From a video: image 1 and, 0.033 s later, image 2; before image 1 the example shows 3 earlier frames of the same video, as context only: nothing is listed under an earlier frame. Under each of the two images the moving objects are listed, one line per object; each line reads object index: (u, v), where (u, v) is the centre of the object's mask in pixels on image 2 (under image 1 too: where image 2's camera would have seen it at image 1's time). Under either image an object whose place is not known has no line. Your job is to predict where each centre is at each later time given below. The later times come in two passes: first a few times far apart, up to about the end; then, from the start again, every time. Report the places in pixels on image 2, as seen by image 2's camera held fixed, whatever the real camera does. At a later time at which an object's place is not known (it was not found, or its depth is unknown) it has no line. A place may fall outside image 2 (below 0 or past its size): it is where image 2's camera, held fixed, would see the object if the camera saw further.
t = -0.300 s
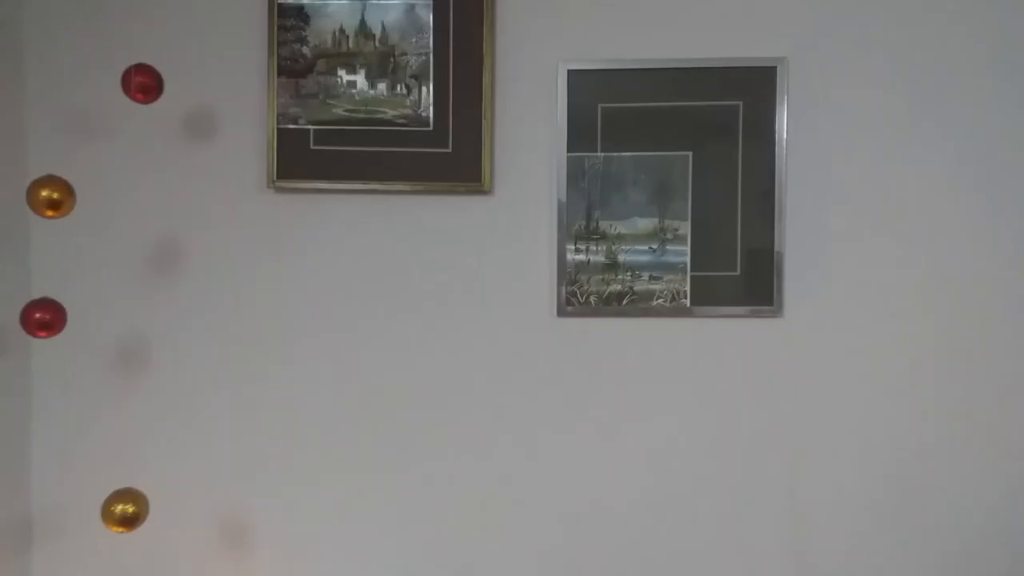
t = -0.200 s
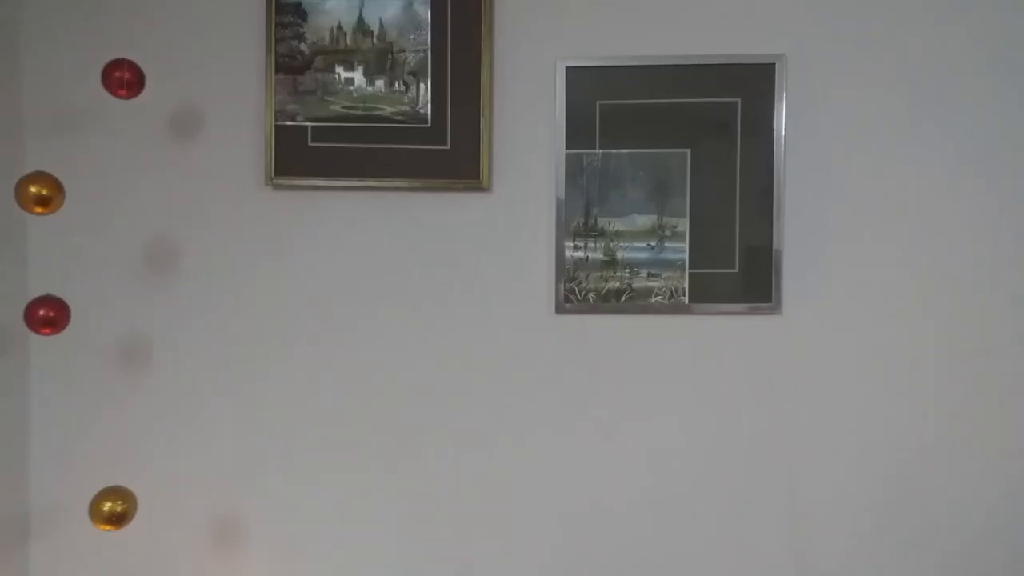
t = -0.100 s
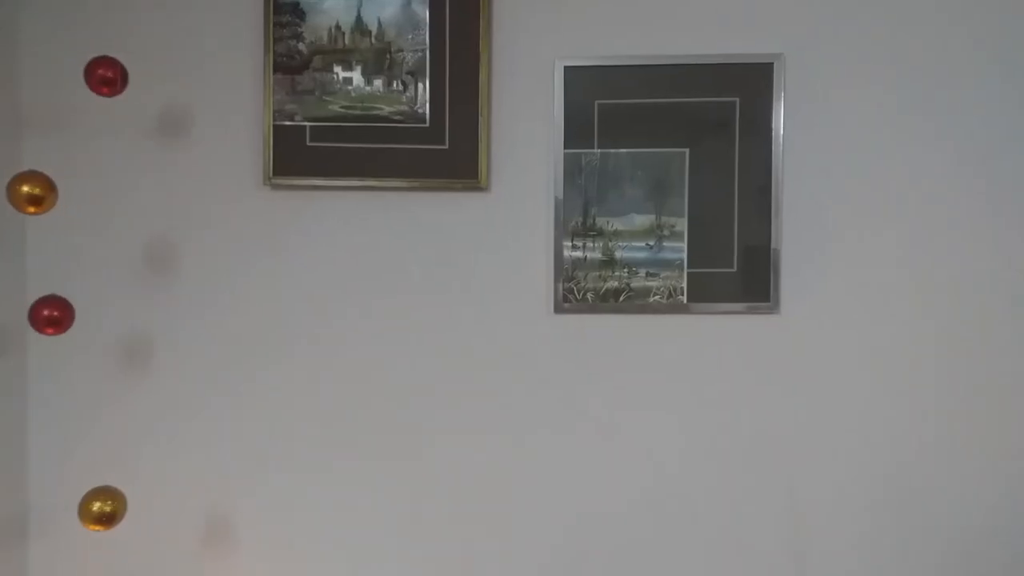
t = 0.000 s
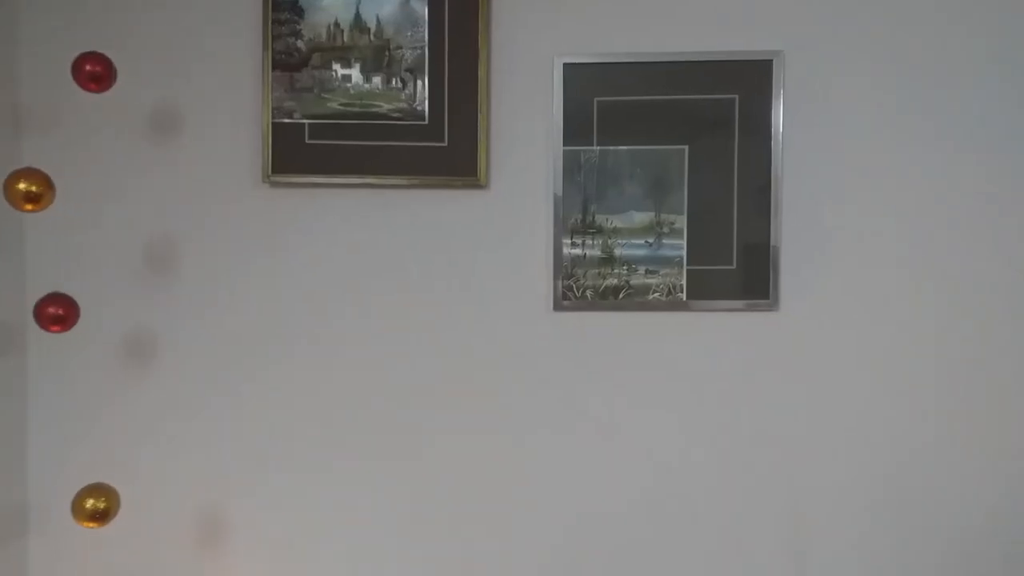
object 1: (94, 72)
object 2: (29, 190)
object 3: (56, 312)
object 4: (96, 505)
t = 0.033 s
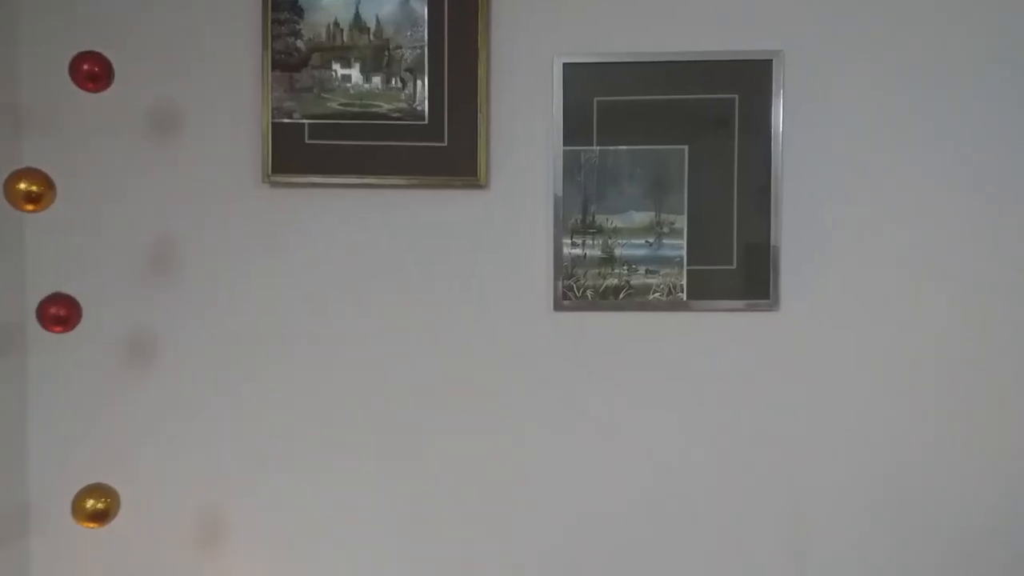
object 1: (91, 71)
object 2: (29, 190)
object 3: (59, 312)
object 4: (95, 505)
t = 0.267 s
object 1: (100, 74)
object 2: (46, 190)
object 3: (67, 312)
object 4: (95, 501)
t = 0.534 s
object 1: (140, 78)
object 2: (76, 190)
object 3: (61, 312)
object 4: (112, 495)
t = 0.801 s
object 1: (167, 79)
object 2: (92, 191)
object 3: (47, 311)
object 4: (139, 490)
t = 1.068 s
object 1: (153, 79)
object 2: (81, 193)
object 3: (32, 312)
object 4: (158, 490)
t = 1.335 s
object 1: (111, 75)
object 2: (52, 192)
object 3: (28, 312)
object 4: (161, 493)
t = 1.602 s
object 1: (91, 72)
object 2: (32, 190)
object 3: (40, 313)
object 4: (147, 500)
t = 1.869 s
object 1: (116, 76)
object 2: (36, 190)
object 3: (55, 313)
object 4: (120, 506)
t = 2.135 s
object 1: (156, 80)
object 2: (62, 190)
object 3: (64, 313)
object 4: (96, 507)
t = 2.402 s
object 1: (166, 80)
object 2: (88, 191)
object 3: (62, 312)
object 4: (94, 501)
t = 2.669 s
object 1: (136, 79)
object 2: (89, 194)
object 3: (48, 313)
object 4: (111, 496)
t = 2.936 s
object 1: (99, 74)
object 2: (67, 193)
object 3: (34, 312)
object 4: (137, 491)
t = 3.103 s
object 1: (93, 73)
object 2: (49, 193)
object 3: (30, 313)
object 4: (151, 490)
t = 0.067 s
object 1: (91, 72)
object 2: (32, 191)
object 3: (61, 313)
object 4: (95, 505)
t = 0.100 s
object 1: (90, 72)
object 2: (33, 191)
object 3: (62, 313)
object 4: (93, 504)
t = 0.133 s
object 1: (91, 72)
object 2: (35, 190)
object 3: (64, 312)
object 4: (94, 503)
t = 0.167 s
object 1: (92, 72)
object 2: (37, 190)
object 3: (65, 312)
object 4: (94, 503)
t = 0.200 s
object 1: (94, 72)
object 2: (40, 190)
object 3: (66, 313)
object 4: (94, 503)
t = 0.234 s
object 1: (97, 73)
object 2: (43, 190)
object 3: (67, 313)
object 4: (94, 502)
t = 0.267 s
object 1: (100, 74)
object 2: (46, 190)
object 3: (67, 312)
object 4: (95, 501)
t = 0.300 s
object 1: (104, 74)
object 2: (50, 190)
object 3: (67, 312)
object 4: (96, 500)
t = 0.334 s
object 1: (108, 74)
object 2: (54, 190)
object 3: (67, 312)
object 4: (98, 499)
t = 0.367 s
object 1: (113, 75)
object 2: (57, 190)
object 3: (67, 312)
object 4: (100, 499)
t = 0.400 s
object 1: (118, 76)
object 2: (61, 190)
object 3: (66, 312)
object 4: (101, 498)
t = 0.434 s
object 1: (123, 77)
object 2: (65, 190)
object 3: (64, 312)
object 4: (103, 497)
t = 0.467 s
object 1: (128, 77)
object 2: (68, 190)
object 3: (63, 312)
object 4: (105, 497)
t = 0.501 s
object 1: (134, 78)
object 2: (72, 190)
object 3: (62, 312)
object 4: (109, 496)
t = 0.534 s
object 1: (140, 78)
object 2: (76, 190)
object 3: (61, 312)
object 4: (112, 495)
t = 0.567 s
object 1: (145, 78)
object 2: (79, 190)
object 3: (60, 312)
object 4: (114, 494)
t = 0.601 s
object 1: (150, 79)
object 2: (82, 190)
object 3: (58, 312)
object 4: (118, 493)
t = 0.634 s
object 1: (154, 79)
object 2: (85, 190)
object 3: (57, 312)
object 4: (121, 493)
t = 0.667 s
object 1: (158, 79)
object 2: (87, 190)
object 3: (54, 312)
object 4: (125, 493)
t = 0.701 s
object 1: (161, 79)
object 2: (89, 190)
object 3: (53, 311)
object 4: (129, 491)
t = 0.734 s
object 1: (164, 79)
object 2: (91, 191)
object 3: (51, 312)
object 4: (132, 491)
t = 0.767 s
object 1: (166, 79)
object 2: (92, 191)
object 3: (50, 311)
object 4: (136, 490)
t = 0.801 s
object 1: (167, 79)
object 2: (92, 191)
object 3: (47, 311)
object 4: (139, 490)
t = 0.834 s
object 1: (168, 79)
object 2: (92, 191)
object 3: (45, 311)
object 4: (141, 489)
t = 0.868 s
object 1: (168, 80)
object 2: (92, 191)
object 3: (43, 311)
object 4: (144, 489)
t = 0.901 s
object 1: (167, 80)
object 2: (91, 192)
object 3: (40, 312)
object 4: (146, 490)
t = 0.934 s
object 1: (165, 80)
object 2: (90, 192)
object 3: (39, 312)
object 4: (149, 490)
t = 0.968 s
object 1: (163, 80)
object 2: (88, 192)
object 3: (37, 311)
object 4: (151, 489)
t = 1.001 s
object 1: (160, 79)
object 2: (86, 192)
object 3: (35, 311)
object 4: (154, 488)
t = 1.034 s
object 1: (157, 79)
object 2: (84, 192)
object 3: (34, 311)
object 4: (157, 489)
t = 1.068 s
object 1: (153, 79)
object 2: (81, 193)
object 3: (32, 312)
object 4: (158, 490)
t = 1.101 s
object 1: (148, 79)
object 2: (78, 193)
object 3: (31, 312)
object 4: (160, 490)
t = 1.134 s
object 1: (143, 79)
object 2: (75, 193)
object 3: (30, 312)
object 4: (160, 490)
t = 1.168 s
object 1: (138, 78)
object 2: (71, 193)
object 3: (29, 312)
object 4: (161, 490)
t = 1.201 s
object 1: (132, 78)
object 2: (67, 192)
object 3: (28, 312)
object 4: (161, 491)
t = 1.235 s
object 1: (126, 77)
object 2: (63, 192)
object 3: (28, 312)
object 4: (162, 491)
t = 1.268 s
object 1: (121, 76)
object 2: (59, 192)
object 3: (28, 312)
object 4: (162, 492)
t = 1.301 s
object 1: (116, 76)
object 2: (56, 192)
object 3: (28, 312)
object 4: (162, 493)
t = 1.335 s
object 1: (111, 75)
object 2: (52, 192)
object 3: (28, 312)
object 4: (161, 493)
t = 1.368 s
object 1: (106, 75)
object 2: (49, 192)
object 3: (29, 312)
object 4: (160, 494)
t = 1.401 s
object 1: (102, 74)
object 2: (45, 192)
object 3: (29, 313)
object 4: (158, 495)
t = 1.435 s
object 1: (98, 73)
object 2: (42, 192)
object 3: (30, 312)
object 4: (157, 496)
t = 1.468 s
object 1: (95, 73)
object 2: (39, 191)
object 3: (32, 312)
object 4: (156, 496)
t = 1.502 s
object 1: (93, 72)
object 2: (37, 191)
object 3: (33, 312)
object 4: (154, 497)
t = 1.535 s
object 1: (92, 72)
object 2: (35, 191)
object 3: (36, 312)
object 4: (152, 498)
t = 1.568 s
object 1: (91, 72)
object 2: (33, 191)
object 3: (38, 312)
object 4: (150, 499)
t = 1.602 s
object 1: (91, 72)
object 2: (32, 190)
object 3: (40, 313)
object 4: (147, 500)
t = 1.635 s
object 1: (92, 72)
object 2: (31, 190)
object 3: (41, 313)
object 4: (143, 501)
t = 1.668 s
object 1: (94, 73)
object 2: (31, 190)
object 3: (44, 312)
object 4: (140, 501)
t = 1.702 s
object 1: (96, 73)
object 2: (30, 190)
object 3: (46, 312)
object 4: (137, 502)
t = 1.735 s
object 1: (99, 73)
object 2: (31, 190)
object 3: (48, 313)
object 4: (134, 504)
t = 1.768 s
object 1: (103, 74)
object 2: (31, 190)
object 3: (50, 313)
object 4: (131, 504)
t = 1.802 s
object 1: (106, 74)
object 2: (32, 190)
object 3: (52, 313)
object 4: (127, 504)
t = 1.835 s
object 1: (111, 75)
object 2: (33, 190)
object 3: (53, 313)
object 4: (123, 505)
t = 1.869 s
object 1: (116, 76)
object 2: (36, 190)
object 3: (55, 313)
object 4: (120, 506)
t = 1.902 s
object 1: (121, 77)
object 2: (38, 190)
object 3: (57, 313)
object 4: (116, 506)
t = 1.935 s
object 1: (126, 77)
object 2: (40, 190)
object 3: (58, 313)
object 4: (111, 506)
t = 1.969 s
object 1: (132, 78)
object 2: (43, 190)
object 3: (60, 313)
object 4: (109, 507)
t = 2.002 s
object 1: (137, 79)
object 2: (47, 190)
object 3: (61, 313)
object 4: (106, 507)
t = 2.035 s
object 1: (142, 79)
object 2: (51, 190)
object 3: (63, 313)
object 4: (104, 507)
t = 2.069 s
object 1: (147, 80)
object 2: (54, 191)
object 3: (64, 313)
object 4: (101, 507)
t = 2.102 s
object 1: (152, 80)
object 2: (58, 191)
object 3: (64, 313)
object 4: (98, 507)
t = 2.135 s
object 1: (156, 80)
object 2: (62, 190)
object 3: (64, 313)
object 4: (96, 507)
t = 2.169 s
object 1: (159, 80)
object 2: (65, 190)
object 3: (65, 313)
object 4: (95, 506)
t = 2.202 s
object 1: (162, 80)
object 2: (69, 190)
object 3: (65, 313)
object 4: (94, 505)
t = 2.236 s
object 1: (164, 80)
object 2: (73, 190)
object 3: (65, 312)
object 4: (92, 504)
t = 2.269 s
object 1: (166, 80)
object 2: (76, 190)
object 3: (65, 312)
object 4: (92, 504)
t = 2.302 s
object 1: (168, 80)
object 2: (80, 190)
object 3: (65, 312)
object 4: (92, 504)
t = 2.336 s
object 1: (168, 80)
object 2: (83, 191)
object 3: (64, 312)
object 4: (93, 503)
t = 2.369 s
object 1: (168, 80)
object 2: (86, 191)
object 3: (63, 312)
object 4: (93, 502)
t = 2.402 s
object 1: (166, 80)
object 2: (88, 191)
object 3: (62, 312)
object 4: (94, 501)
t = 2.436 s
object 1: (165, 80)
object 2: (89, 191)
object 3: (60, 312)
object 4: (95, 501)
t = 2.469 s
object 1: (162, 80)
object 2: (91, 191)
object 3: (59, 312)
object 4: (97, 500)
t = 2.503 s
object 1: (159, 80)
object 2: (92, 192)
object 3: (58, 312)
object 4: (98, 499)
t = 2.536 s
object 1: (155, 80)
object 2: (92, 192)
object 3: (55, 312)
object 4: (100, 499)
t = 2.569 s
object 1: (151, 80)
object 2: (92, 192)
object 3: (54, 312)
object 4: (103, 498)
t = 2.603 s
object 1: (147, 80)
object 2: (92, 193)
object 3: (52, 312)
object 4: (106, 497)
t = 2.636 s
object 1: (142, 80)
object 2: (91, 193)
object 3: (50, 313)
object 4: (108, 497)
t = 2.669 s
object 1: (136, 79)
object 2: (89, 194)
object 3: (48, 313)
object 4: (111, 496)
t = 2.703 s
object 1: (131, 79)
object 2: (88, 194)
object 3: (47, 313)
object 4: (115, 496)
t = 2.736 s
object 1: (126, 79)
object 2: (86, 194)
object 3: (45, 313)
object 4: (118, 495)
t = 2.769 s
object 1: (121, 78)
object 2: (83, 194)
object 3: (43, 313)
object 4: (120, 494)
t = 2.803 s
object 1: (116, 77)
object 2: (80, 194)
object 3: (40, 313)
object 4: (123, 494)
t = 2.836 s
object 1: (111, 77)
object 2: (77, 194)
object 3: (39, 313)
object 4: (127, 492)
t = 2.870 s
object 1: (106, 76)
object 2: (74, 194)
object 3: (37, 312)
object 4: (130, 491)
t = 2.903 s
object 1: (103, 75)
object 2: (70, 193)
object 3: (35, 312)
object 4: (133, 491)
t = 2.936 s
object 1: (99, 74)
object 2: (67, 193)
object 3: (34, 312)
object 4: (137, 491)
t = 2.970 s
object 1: (97, 73)
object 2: (63, 193)
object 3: (33, 313)
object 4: (140, 491)
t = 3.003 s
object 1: (95, 73)
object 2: (60, 193)
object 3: (31, 313)
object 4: (142, 490)
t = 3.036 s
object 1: (93, 73)
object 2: (56, 193)
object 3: (31, 313)
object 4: (146, 490)
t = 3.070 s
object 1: (93, 73)
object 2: (53, 193)
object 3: (30, 313)
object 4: (148, 490)
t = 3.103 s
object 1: (93, 73)
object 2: (49, 193)
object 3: (30, 313)
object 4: (151, 490)
